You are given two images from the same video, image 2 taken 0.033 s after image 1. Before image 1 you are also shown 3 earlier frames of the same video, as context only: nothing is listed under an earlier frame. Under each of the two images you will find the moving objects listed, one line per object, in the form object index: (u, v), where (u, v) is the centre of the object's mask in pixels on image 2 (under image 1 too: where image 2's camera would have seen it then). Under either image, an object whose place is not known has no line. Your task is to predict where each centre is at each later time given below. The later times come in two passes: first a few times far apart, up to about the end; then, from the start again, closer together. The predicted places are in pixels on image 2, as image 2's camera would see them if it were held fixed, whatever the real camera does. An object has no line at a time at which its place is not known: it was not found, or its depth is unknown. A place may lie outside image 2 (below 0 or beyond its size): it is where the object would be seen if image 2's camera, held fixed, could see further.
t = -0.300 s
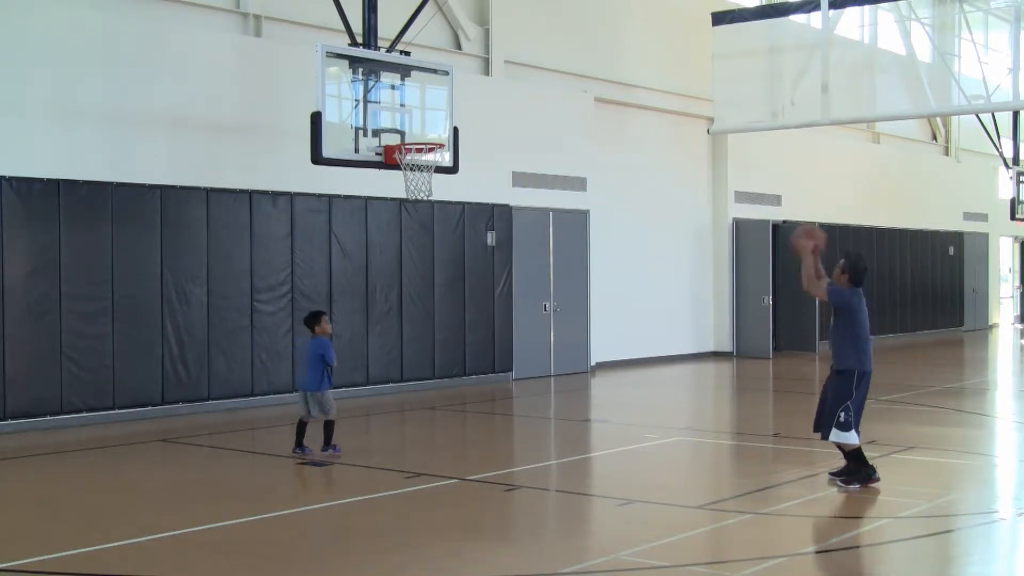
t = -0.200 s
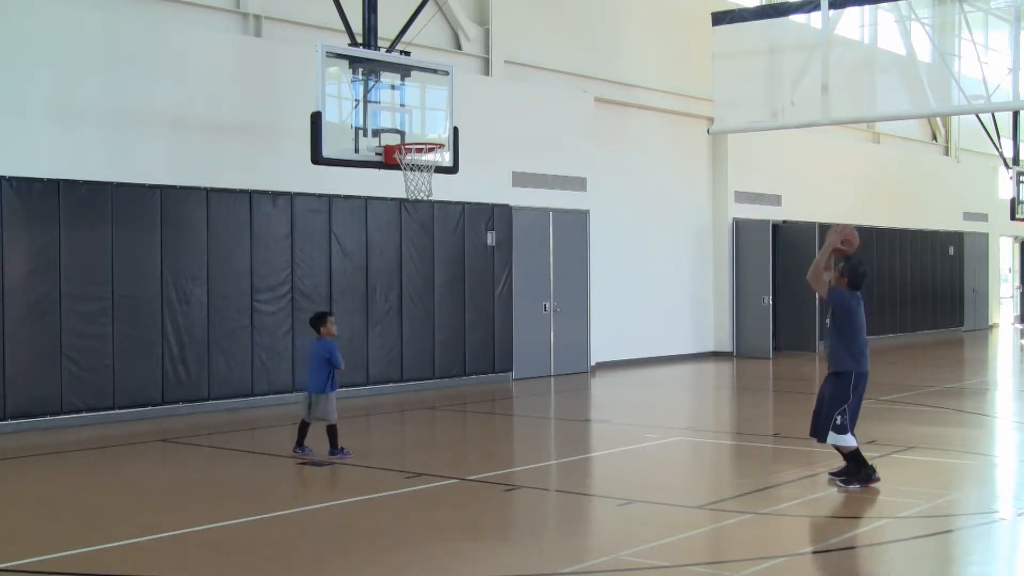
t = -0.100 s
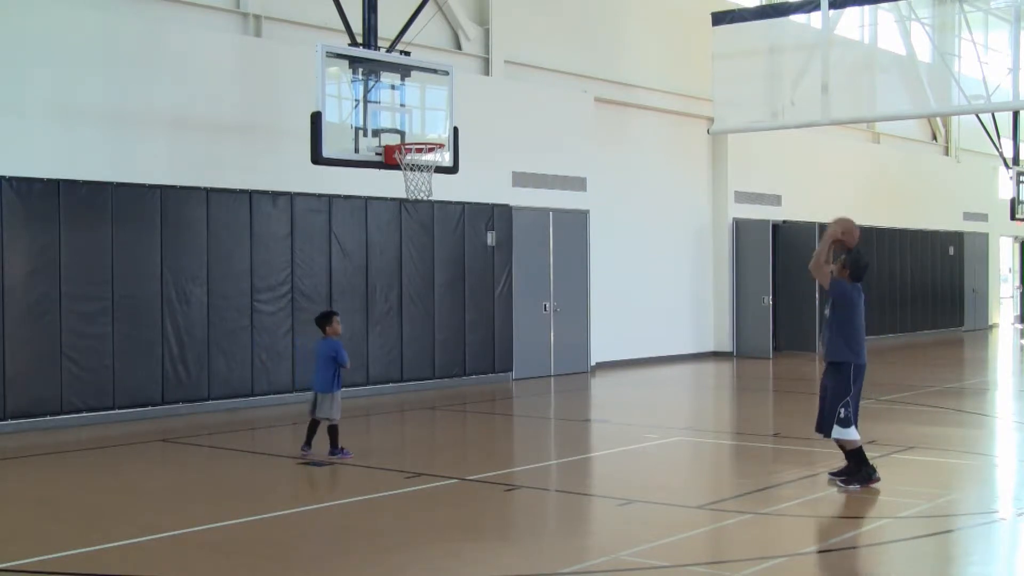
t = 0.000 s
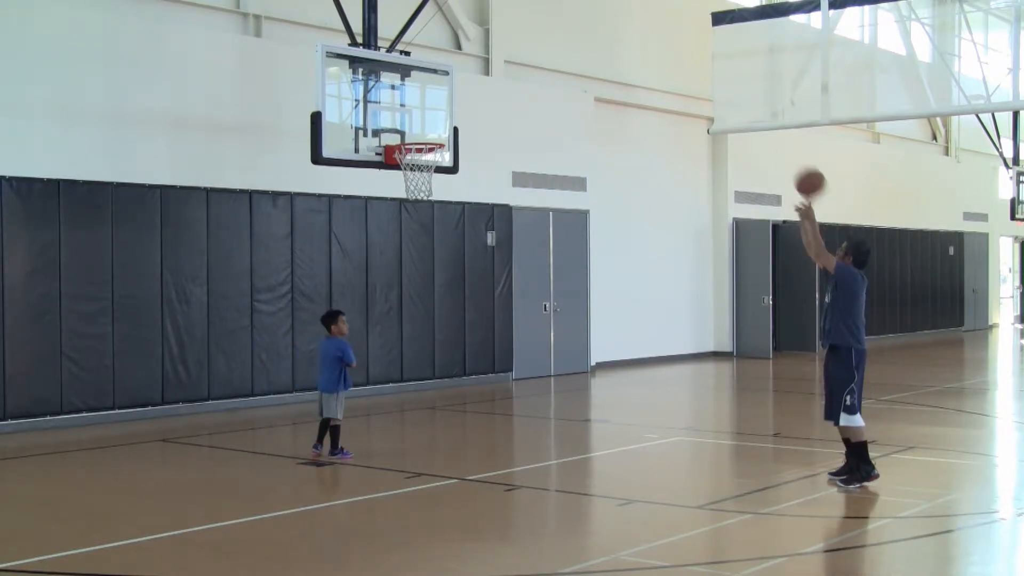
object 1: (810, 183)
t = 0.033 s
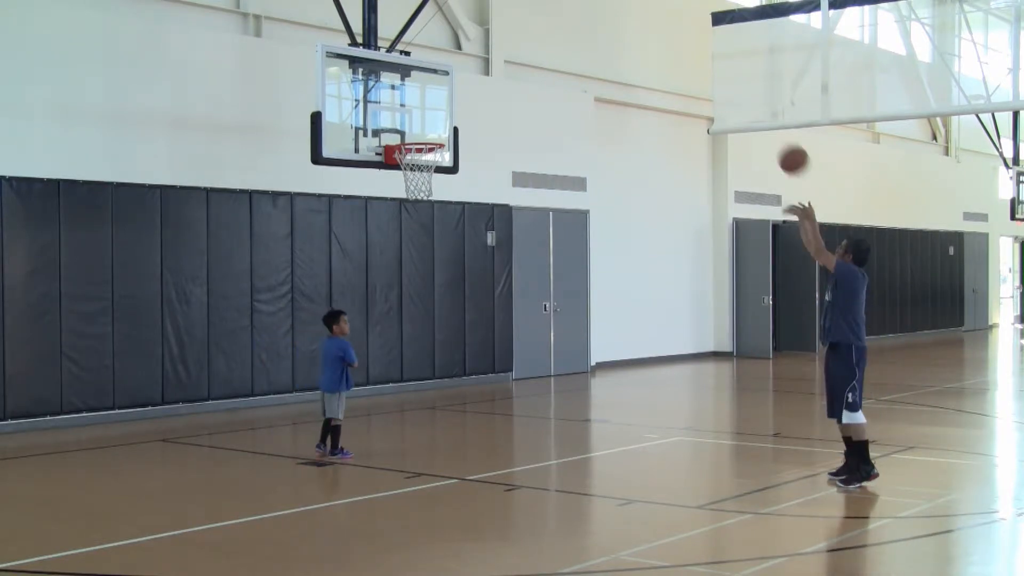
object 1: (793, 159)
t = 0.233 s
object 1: (699, 58)
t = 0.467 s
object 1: (603, 11)
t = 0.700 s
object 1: (519, 27)
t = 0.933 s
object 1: (446, 98)
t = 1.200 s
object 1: (426, 153)
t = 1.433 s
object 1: (421, 175)
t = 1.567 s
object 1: (419, 199)
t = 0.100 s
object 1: (761, 119)
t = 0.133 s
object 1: (745, 101)
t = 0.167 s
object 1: (729, 85)
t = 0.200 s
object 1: (714, 71)
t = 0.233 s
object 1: (699, 58)
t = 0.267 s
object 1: (684, 47)
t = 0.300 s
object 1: (670, 37)
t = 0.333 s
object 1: (657, 29)
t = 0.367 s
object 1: (643, 22)
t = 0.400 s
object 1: (629, 17)
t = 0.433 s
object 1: (616, 13)
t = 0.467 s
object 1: (603, 11)
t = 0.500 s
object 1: (591, 11)
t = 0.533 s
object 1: (578, 11)
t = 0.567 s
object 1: (565, 11)
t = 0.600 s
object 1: (554, 13)
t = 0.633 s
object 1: (542, 17)
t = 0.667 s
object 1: (530, 22)
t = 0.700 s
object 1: (519, 27)
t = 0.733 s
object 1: (508, 34)
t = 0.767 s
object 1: (497, 42)
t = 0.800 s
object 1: (487, 52)
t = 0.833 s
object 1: (476, 62)
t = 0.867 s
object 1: (465, 74)
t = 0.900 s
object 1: (456, 86)
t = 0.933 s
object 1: (446, 98)
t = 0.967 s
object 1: (435, 113)
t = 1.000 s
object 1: (425, 128)
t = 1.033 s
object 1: (416, 142)
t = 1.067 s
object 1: (416, 152)
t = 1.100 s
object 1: (419, 159)
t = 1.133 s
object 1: (422, 161)
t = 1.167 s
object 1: (426, 156)
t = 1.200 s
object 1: (426, 153)
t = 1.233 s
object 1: (425, 153)
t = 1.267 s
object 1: (425, 154)
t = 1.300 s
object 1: (426, 155)
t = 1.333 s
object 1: (425, 156)
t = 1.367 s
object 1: (423, 168)
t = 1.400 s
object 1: (423, 167)
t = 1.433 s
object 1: (421, 175)
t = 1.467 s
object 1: (420, 178)
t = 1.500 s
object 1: (420, 181)
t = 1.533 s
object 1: (419, 188)
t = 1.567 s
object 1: (419, 199)
